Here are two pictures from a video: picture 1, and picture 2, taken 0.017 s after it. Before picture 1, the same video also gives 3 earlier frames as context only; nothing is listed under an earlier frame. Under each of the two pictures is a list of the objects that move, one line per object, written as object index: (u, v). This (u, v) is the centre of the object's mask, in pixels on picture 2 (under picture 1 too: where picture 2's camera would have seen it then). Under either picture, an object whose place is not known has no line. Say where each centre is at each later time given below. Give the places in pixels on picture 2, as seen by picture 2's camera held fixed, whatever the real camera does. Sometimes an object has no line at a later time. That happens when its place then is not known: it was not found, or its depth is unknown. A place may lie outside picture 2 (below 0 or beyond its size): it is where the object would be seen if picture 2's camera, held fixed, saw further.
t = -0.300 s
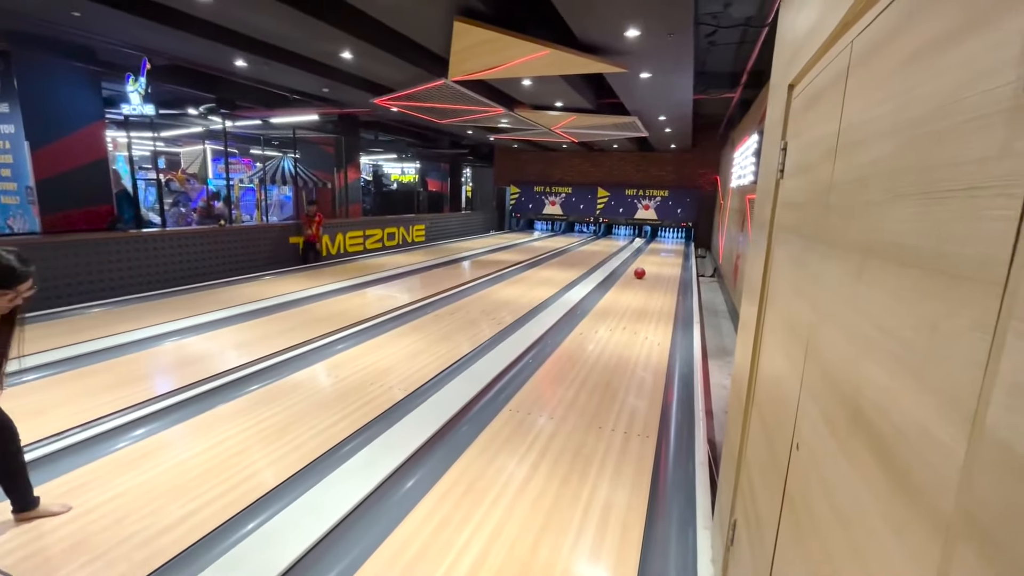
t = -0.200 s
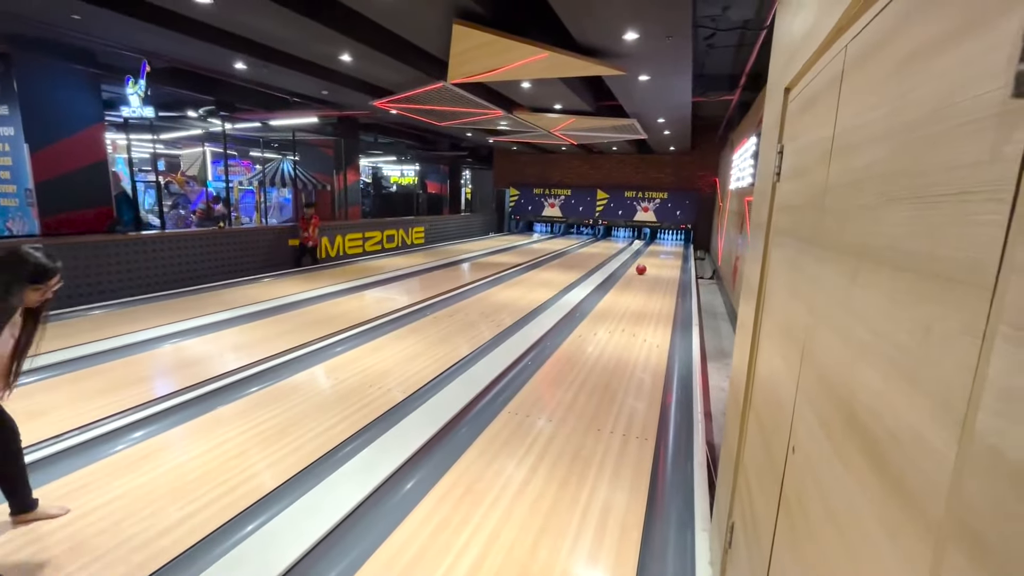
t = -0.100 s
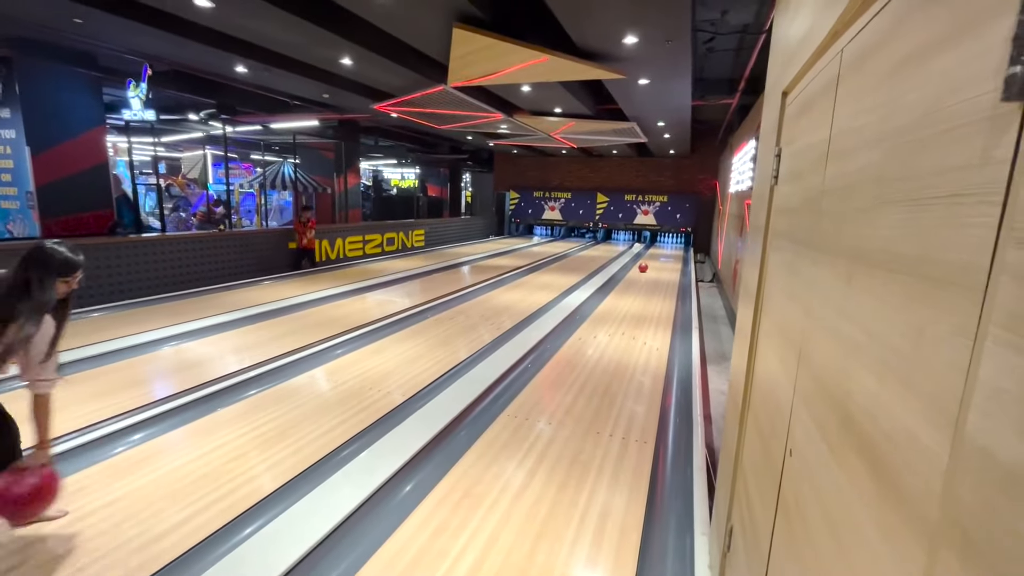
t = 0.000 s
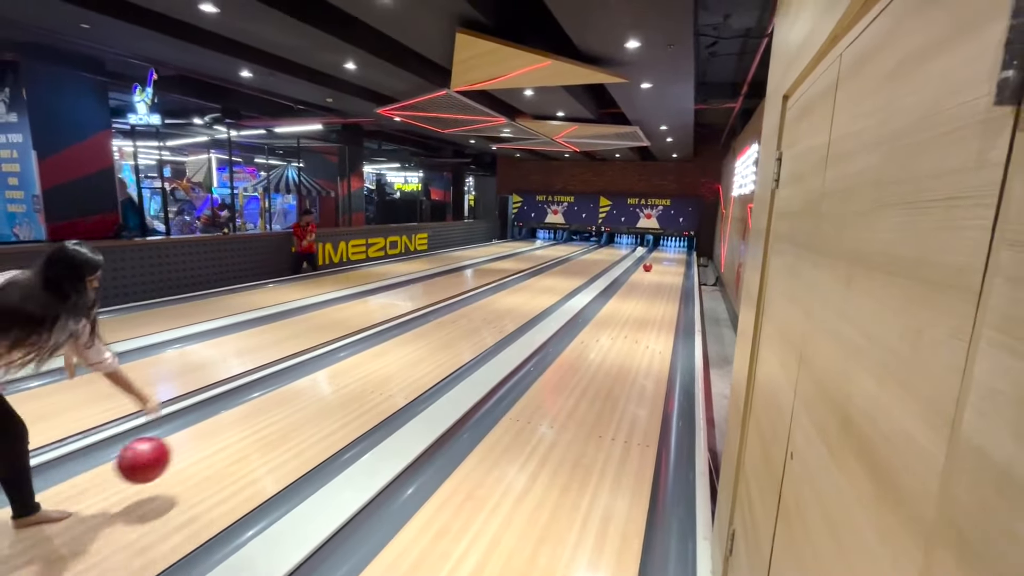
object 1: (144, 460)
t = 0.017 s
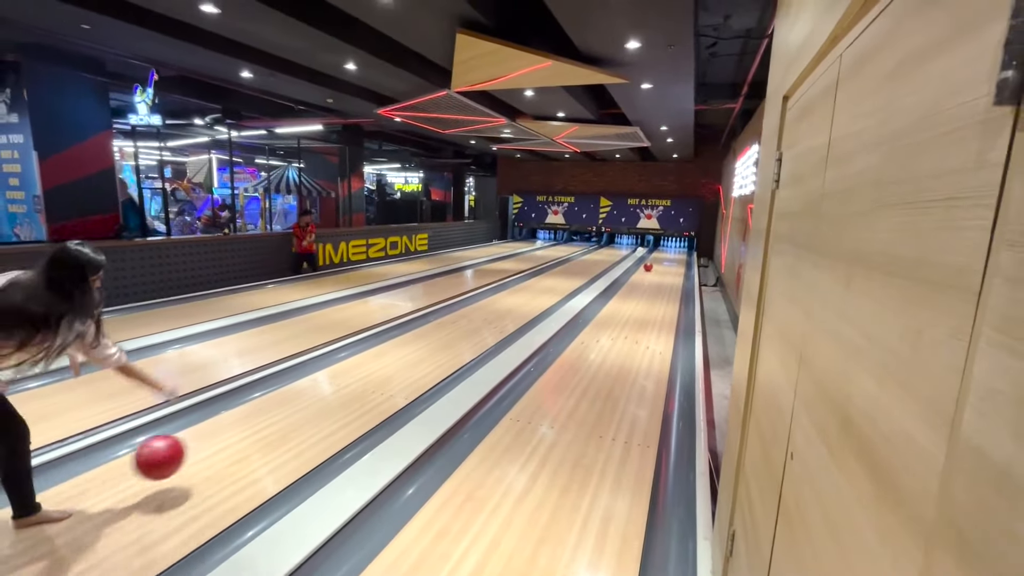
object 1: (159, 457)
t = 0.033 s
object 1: (174, 455)
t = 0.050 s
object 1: (189, 453)
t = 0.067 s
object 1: (202, 452)
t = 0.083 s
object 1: (215, 452)
